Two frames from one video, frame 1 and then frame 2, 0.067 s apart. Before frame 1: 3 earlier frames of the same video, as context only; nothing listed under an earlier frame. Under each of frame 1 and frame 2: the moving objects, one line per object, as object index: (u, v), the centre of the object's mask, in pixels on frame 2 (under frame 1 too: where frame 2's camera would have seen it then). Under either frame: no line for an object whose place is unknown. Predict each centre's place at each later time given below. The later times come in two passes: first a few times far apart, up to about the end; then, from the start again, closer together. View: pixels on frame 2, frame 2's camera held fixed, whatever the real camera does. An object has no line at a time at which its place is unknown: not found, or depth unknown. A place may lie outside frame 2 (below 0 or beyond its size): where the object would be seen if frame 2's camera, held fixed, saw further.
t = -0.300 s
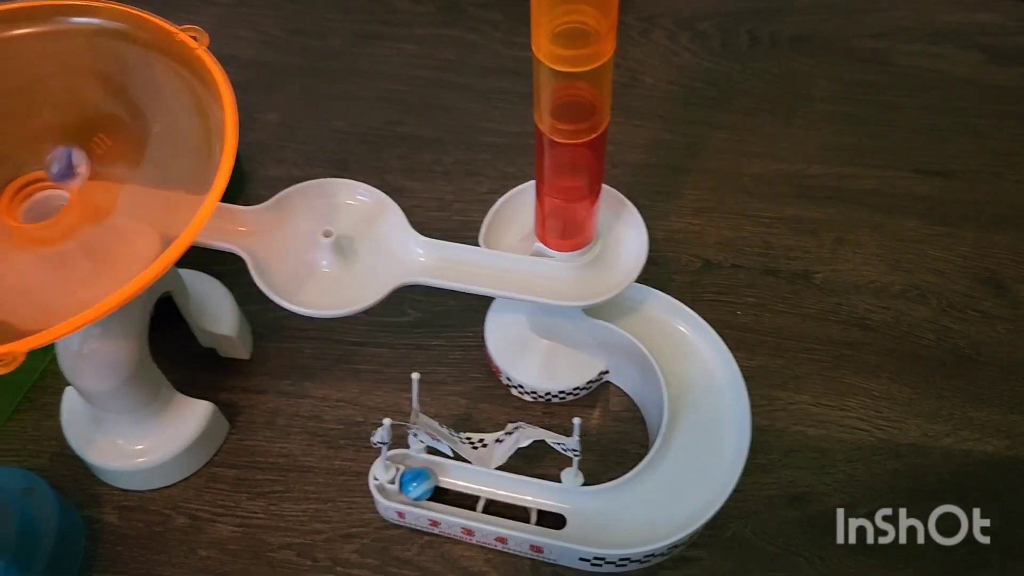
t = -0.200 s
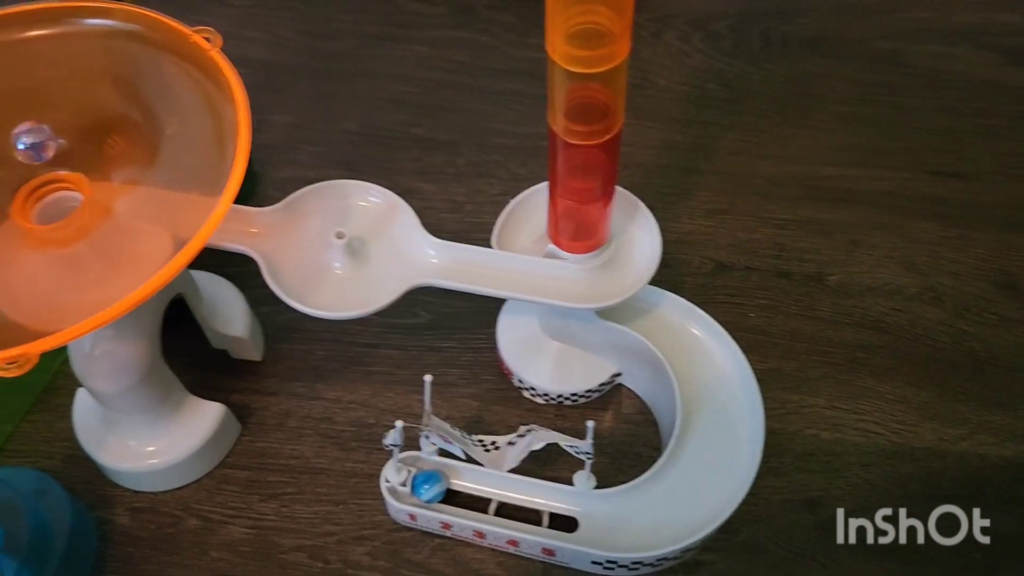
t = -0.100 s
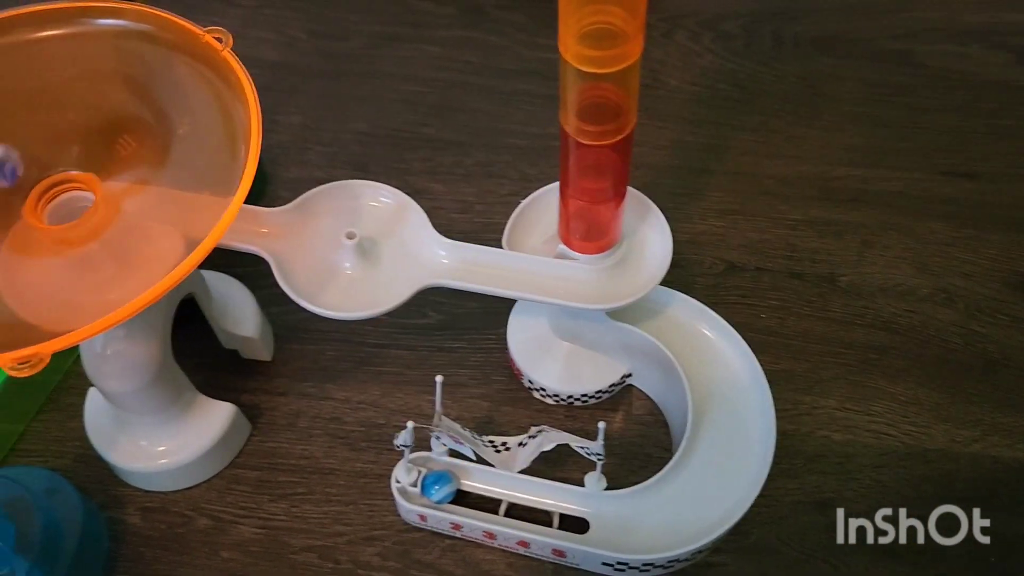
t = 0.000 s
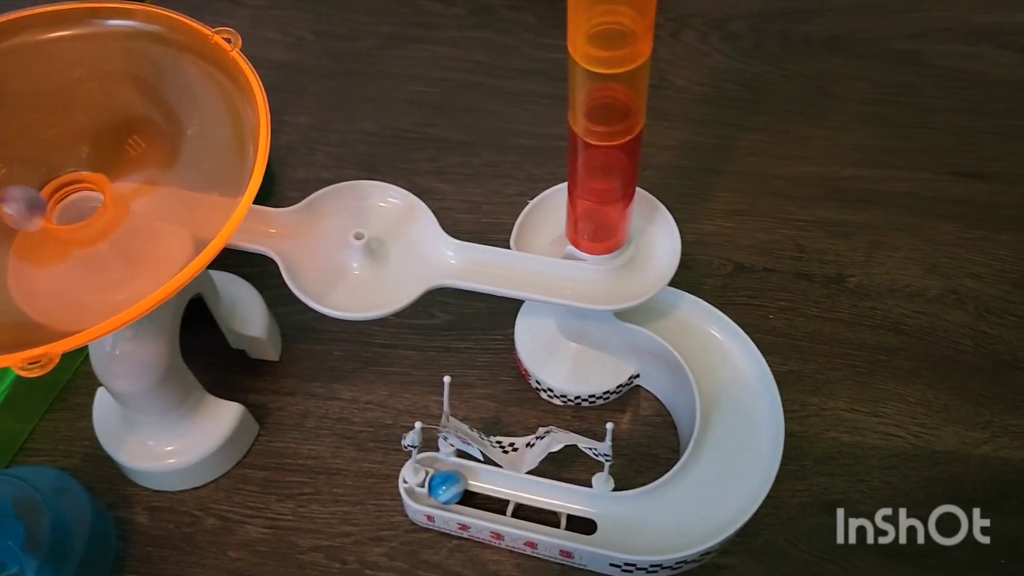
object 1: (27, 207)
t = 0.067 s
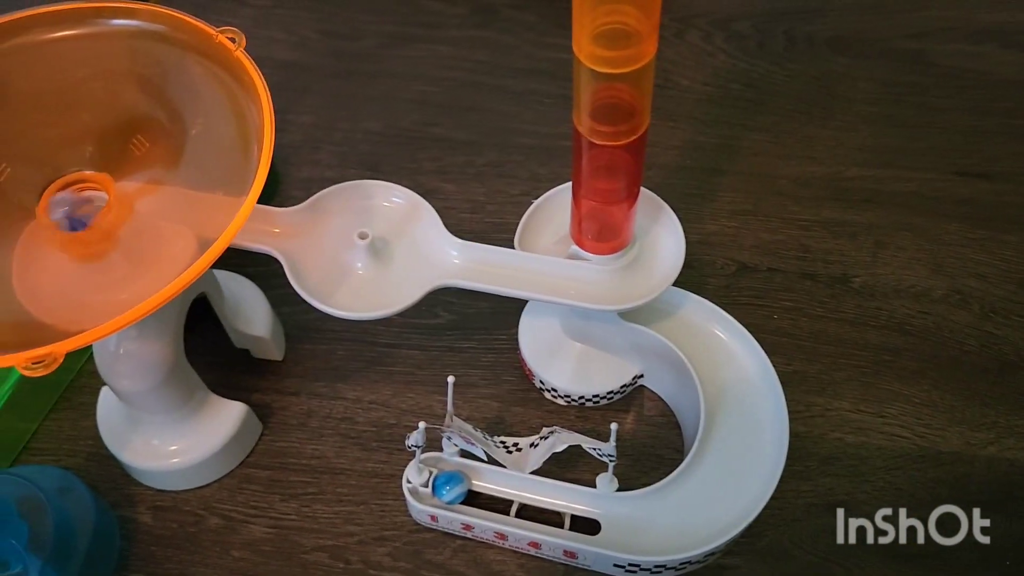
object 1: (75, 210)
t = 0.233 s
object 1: (101, 154)
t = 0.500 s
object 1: (36, 214)
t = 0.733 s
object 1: (72, 144)
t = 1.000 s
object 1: (85, 206)
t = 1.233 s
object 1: (29, 177)
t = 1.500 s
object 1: (92, 168)
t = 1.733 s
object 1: (50, 205)
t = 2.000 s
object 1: (69, 202)
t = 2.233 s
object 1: (64, 183)
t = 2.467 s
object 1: (62, 199)
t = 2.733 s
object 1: (81, 199)
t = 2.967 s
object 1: (82, 208)
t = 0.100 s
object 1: (90, 203)
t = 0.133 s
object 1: (105, 188)
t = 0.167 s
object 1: (111, 174)
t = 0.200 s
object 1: (110, 161)
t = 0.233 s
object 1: (101, 154)
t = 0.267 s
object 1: (84, 151)
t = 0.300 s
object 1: (63, 153)
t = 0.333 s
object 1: (40, 161)
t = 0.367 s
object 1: (23, 173)
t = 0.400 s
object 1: (16, 187)
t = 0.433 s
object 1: (15, 201)
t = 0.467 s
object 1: (21, 209)
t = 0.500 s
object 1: (36, 214)
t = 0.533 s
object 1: (58, 213)
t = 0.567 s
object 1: (80, 204)
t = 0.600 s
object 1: (95, 188)
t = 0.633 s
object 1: (100, 170)
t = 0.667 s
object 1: (98, 156)
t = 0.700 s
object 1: (87, 148)
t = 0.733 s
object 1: (72, 144)
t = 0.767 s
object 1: (58, 147)
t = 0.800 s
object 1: (43, 157)
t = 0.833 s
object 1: (33, 172)
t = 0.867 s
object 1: (31, 189)
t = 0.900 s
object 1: (41, 204)
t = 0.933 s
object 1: (53, 211)
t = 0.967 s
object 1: (77, 208)
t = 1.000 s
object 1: (85, 206)
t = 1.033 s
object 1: (98, 196)
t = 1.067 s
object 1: (102, 184)
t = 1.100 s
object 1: (101, 171)
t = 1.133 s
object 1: (90, 164)
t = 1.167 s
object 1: (73, 162)
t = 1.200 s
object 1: (46, 168)
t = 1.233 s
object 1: (29, 177)
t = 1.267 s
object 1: (21, 188)
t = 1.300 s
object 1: (21, 200)
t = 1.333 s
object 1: (29, 207)
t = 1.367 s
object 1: (47, 210)
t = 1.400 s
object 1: (67, 207)
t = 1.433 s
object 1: (85, 198)
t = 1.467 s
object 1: (96, 182)
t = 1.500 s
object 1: (92, 168)
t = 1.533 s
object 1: (81, 158)
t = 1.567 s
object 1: (68, 156)
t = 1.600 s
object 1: (52, 160)
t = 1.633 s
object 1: (40, 170)
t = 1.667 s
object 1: (34, 183)
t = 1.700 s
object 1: (35, 196)
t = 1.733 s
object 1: (50, 205)
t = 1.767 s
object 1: (70, 204)
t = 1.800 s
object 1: (87, 190)
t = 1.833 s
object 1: (92, 179)
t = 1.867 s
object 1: (84, 168)
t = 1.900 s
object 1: (65, 166)
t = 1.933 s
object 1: (47, 180)
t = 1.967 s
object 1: (48, 196)
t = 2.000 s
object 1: (69, 202)
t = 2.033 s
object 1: (86, 190)
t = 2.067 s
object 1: (80, 176)
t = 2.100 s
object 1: (60, 180)
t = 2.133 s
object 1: (55, 198)
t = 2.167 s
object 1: (76, 200)
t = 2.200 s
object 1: (84, 185)
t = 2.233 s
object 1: (64, 183)
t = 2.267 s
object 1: (61, 201)
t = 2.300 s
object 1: (80, 199)
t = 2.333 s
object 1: (74, 181)
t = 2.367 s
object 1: (57, 194)
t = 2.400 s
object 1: (79, 202)
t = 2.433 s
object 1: (77, 184)
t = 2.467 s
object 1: (62, 199)
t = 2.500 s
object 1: (80, 201)
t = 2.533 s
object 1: (66, 186)
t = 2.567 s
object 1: (79, 204)
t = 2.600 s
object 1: (80, 194)
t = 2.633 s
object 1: (78, 204)
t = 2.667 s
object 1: (78, 191)
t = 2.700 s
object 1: (77, 205)
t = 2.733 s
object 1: (81, 199)
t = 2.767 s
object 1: (75, 204)
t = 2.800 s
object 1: (84, 199)
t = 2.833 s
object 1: (63, 198)
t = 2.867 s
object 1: (81, 205)
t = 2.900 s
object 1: (75, 205)
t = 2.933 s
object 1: (82, 205)
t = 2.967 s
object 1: (82, 208)
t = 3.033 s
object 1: (83, 208)
